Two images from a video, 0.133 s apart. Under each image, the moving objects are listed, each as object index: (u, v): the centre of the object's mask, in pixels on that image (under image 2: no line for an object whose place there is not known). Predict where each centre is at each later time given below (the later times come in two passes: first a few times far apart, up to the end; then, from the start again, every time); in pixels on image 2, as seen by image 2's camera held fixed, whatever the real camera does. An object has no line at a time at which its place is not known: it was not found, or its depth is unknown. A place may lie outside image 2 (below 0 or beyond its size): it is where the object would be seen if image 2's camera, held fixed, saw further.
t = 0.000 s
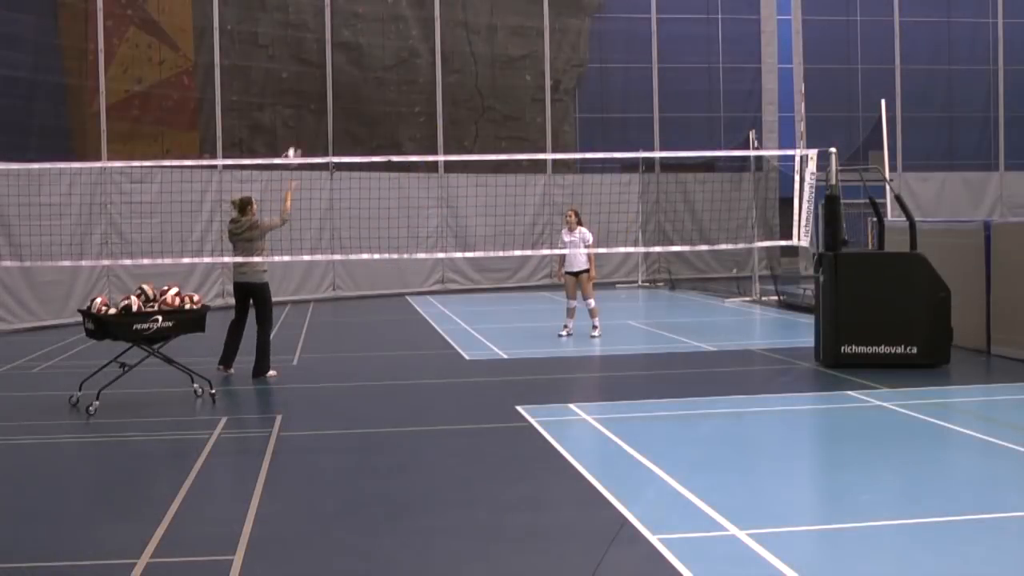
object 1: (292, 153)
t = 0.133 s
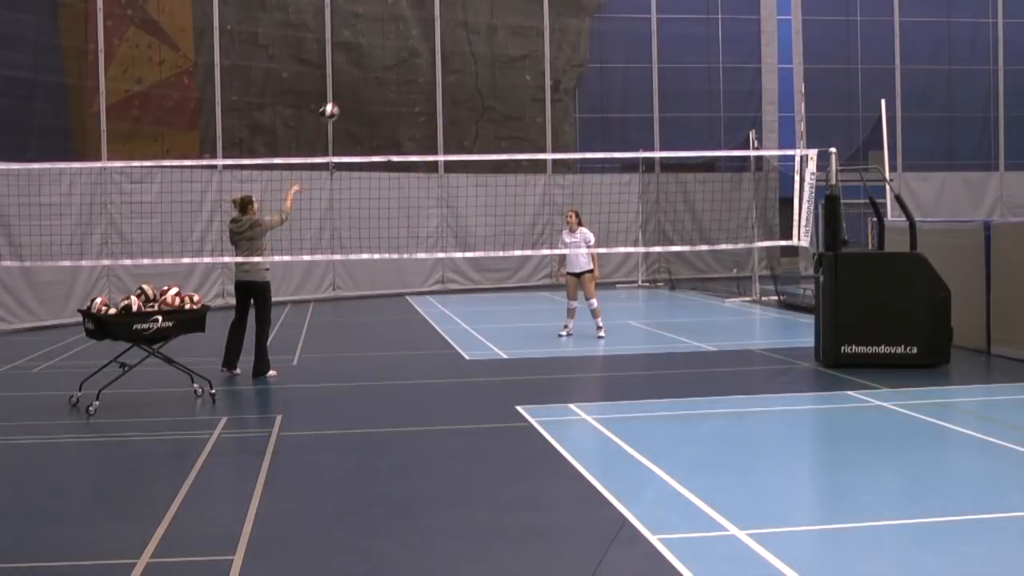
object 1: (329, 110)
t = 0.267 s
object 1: (365, 83)
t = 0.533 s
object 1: (428, 74)
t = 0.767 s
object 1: (478, 113)
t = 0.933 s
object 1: (514, 162)
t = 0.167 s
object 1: (339, 103)
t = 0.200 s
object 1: (348, 95)
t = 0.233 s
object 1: (356, 89)
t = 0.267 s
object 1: (365, 83)
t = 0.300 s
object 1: (372, 78)
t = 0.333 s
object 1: (381, 75)
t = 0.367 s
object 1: (389, 73)
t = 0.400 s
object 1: (397, 72)
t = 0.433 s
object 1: (406, 71)
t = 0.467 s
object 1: (414, 72)
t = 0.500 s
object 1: (421, 73)
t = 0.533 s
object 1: (428, 74)
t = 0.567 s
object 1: (436, 78)
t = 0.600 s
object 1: (443, 83)
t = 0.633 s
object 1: (451, 87)
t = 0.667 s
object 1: (458, 92)
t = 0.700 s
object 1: (467, 98)
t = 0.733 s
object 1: (473, 105)
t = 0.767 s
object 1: (478, 113)
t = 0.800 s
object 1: (485, 122)
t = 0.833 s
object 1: (493, 130)
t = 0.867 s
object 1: (499, 139)
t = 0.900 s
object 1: (507, 148)
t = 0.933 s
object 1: (514, 162)
